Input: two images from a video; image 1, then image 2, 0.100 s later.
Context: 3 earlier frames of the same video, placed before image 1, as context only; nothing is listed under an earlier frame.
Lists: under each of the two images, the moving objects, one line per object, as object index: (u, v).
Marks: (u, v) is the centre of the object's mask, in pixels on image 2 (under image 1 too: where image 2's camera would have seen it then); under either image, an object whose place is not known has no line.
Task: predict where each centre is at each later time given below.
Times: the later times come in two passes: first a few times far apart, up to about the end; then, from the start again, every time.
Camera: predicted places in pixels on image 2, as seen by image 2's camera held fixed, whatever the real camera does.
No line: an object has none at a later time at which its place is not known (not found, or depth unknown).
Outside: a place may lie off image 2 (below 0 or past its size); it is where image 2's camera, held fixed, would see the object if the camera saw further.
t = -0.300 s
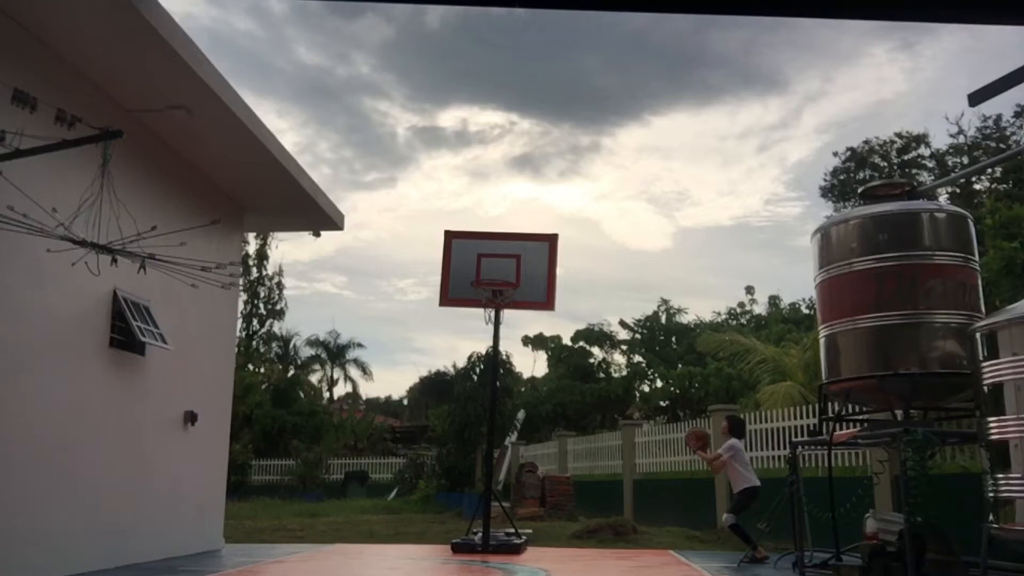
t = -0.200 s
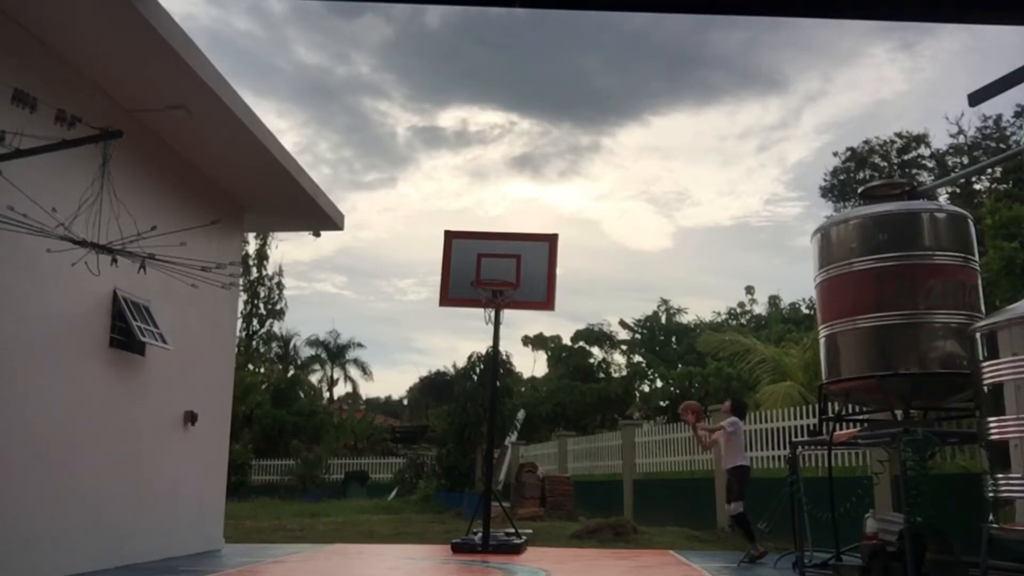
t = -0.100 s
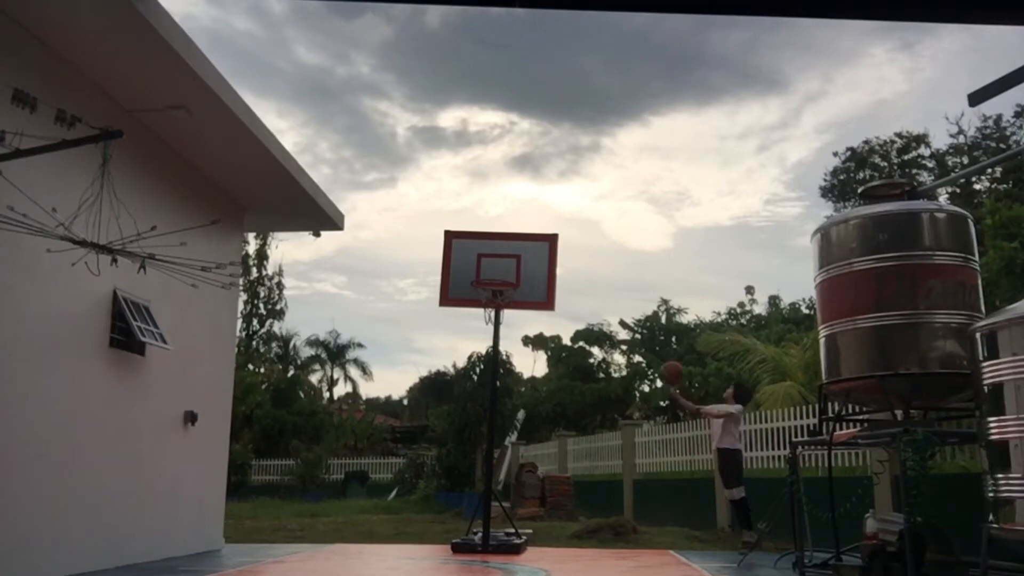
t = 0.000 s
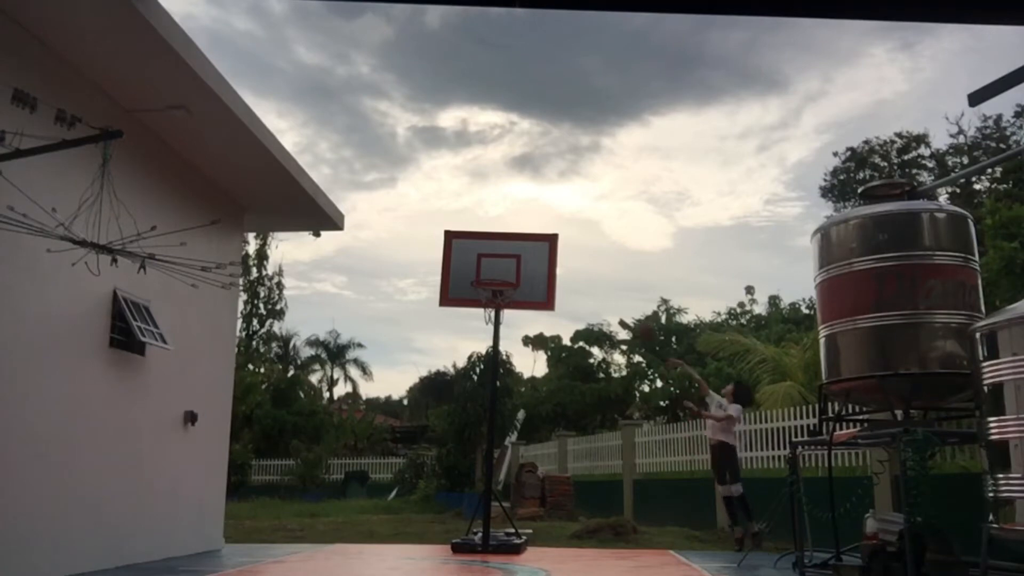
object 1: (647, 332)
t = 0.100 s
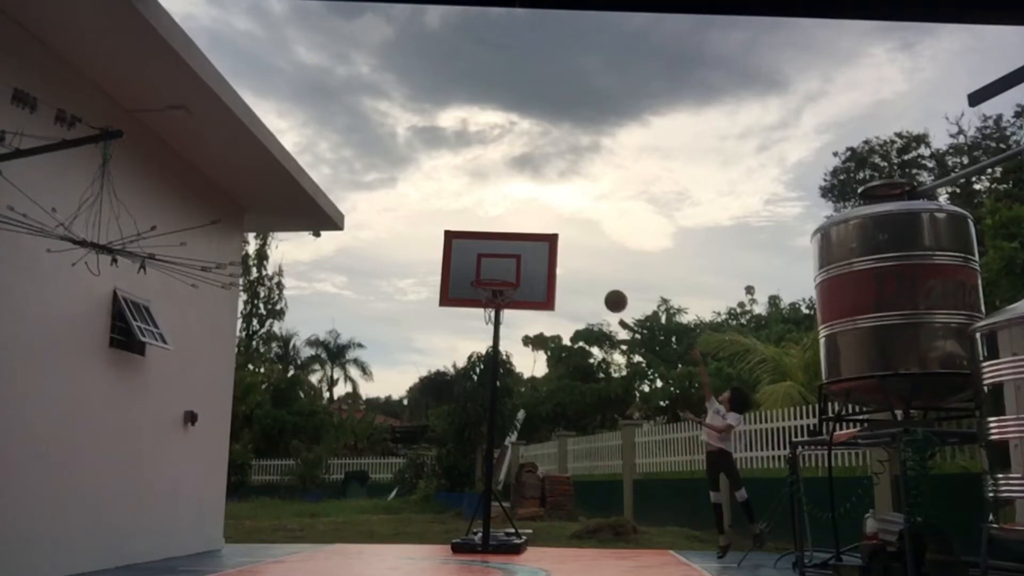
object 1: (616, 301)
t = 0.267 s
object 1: (572, 273)
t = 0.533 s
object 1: (523, 269)
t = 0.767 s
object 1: (534, 288)
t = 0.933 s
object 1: (544, 337)
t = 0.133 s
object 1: (607, 293)
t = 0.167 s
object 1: (598, 287)
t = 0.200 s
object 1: (589, 281)
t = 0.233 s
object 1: (580, 277)
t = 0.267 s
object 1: (572, 273)
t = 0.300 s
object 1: (564, 271)
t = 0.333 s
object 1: (554, 270)
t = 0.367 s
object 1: (545, 270)
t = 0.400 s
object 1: (537, 270)
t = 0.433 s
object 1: (520, 275)
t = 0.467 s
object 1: (520, 273)
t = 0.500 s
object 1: (522, 271)
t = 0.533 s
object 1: (523, 269)
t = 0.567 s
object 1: (525, 268)
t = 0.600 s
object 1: (526, 269)
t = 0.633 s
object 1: (527, 270)
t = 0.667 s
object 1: (529, 273)
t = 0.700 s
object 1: (531, 277)
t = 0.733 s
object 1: (533, 282)
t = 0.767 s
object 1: (534, 288)
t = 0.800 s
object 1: (536, 295)
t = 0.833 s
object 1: (537, 304)
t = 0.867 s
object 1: (540, 315)
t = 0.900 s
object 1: (542, 325)
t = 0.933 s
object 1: (544, 337)
